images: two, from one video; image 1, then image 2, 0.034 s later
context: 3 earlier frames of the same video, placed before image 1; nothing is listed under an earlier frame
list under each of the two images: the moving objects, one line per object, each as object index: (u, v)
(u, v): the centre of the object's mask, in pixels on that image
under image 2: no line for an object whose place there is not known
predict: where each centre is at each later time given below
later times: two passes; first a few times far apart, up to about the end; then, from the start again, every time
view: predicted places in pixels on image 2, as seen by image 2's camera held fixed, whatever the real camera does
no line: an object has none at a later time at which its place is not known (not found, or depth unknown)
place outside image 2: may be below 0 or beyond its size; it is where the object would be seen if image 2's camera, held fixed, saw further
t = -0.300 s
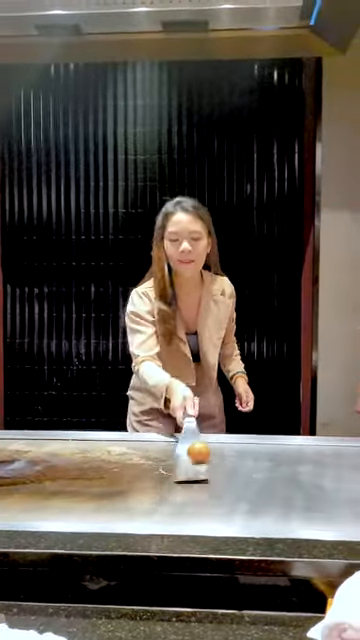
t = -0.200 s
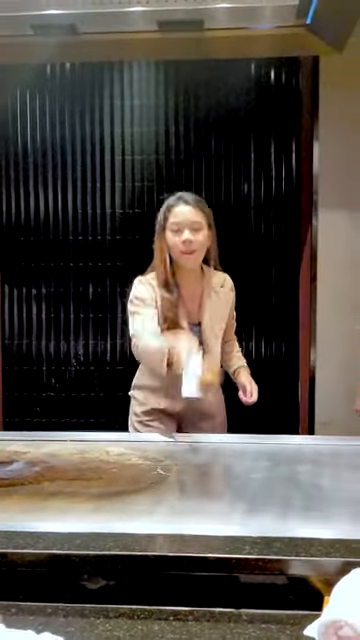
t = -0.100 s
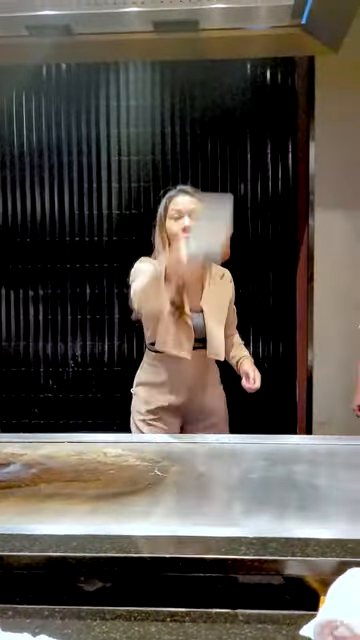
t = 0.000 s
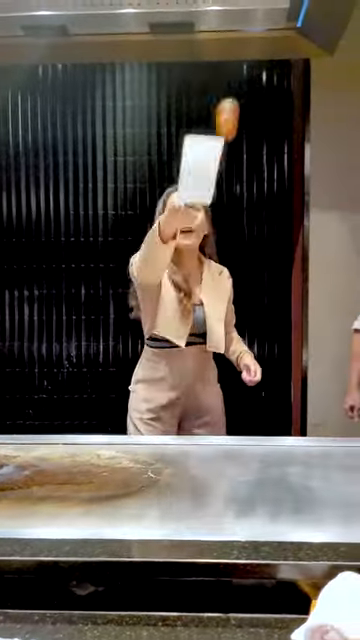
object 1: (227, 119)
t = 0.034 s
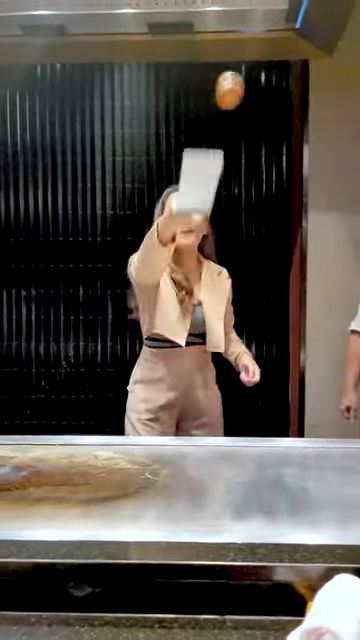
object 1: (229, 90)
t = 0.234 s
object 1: (253, 24)
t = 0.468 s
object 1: (277, 191)
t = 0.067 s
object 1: (233, 67)
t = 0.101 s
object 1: (238, 47)
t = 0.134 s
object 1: (241, 33)
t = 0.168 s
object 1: (246, 24)
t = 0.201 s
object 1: (249, 22)
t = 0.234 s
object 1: (253, 24)
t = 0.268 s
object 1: (257, 33)
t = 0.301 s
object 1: (261, 48)
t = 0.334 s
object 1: (264, 67)
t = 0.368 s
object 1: (268, 90)
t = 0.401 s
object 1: (271, 118)
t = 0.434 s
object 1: (274, 153)
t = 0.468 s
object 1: (277, 191)
